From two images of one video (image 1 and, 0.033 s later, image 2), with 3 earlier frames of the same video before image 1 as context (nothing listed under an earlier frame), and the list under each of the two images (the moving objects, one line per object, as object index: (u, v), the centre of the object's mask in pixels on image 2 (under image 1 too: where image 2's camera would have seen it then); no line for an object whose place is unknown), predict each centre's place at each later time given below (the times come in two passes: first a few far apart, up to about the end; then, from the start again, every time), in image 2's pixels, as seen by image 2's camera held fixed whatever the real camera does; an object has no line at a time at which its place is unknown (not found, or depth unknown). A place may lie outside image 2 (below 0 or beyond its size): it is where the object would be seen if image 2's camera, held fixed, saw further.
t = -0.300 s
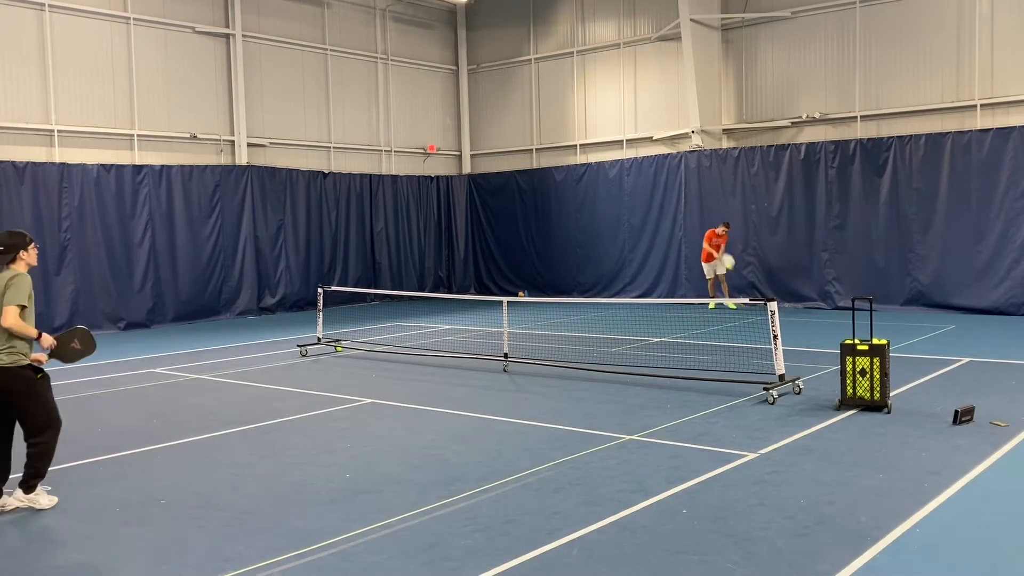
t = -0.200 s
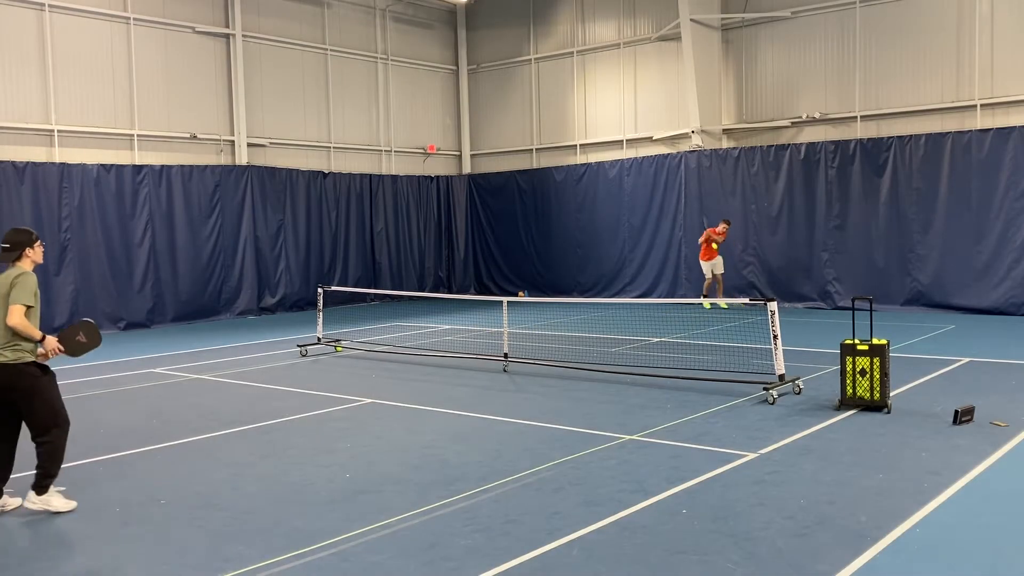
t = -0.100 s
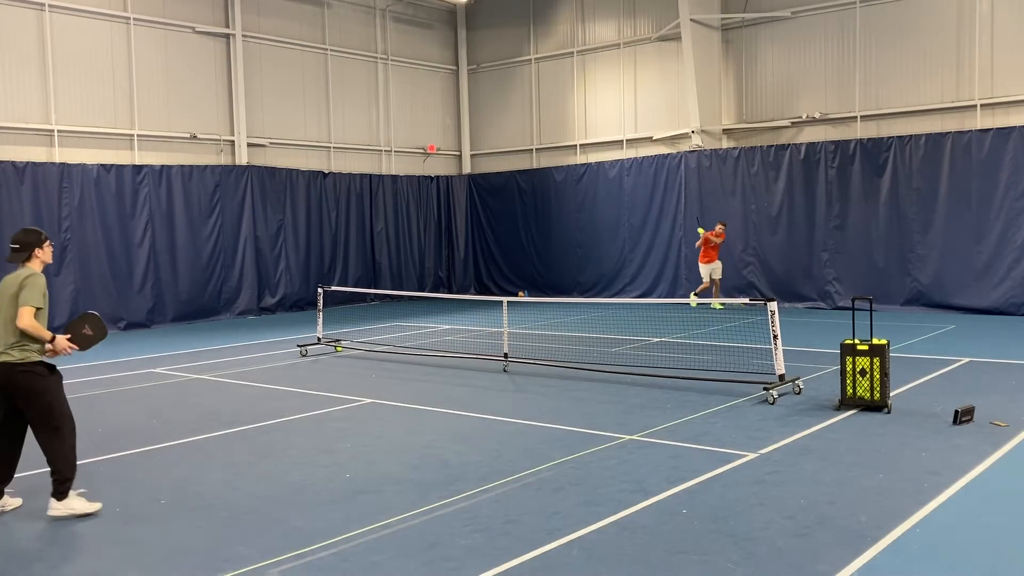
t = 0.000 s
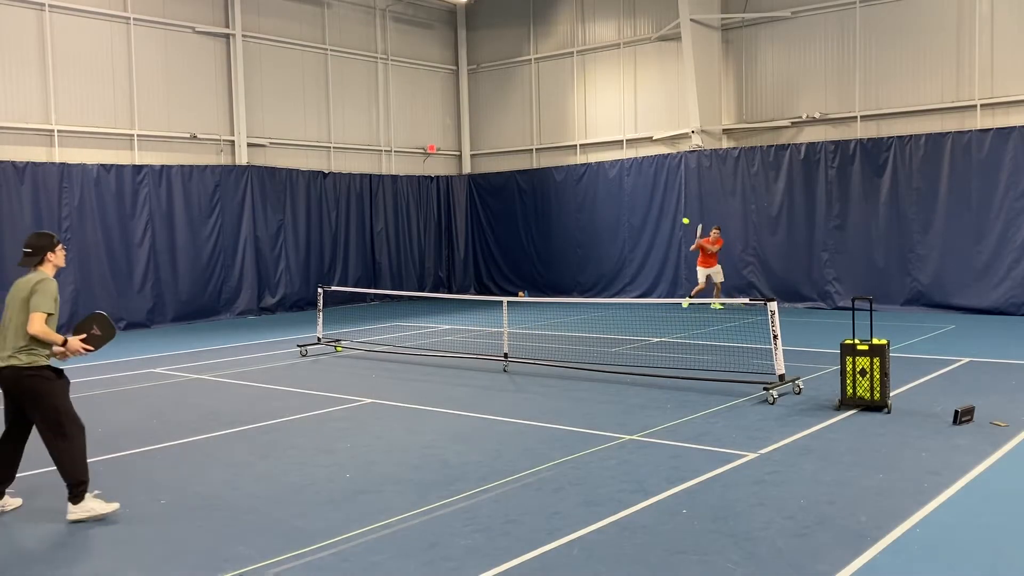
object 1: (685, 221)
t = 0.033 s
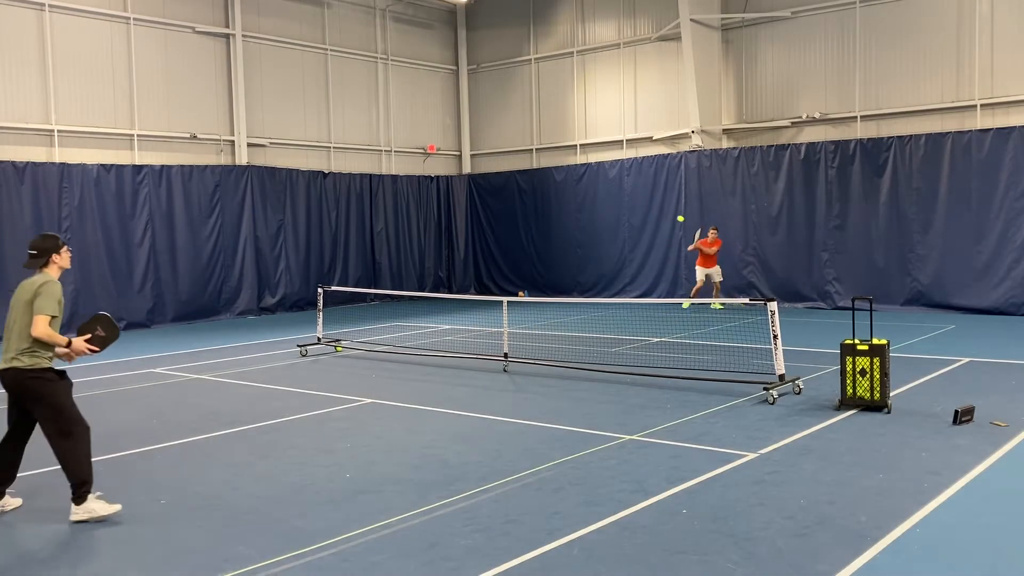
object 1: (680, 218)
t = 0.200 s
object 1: (652, 220)
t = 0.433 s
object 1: (603, 266)
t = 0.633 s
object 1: (551, 363)
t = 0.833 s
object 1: (500, 398)
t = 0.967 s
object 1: (468, 378)
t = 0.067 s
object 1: (675, 217)
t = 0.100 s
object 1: (669, 216)
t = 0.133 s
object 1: (664, 217)
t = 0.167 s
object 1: (658, 218)
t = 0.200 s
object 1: (652, 220)
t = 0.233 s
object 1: (645, 223)
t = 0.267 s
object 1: (639, 227)
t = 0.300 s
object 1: (632, 232)
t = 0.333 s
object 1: (625, 238)
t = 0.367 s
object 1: (618, 246)
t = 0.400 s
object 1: (611, 255)
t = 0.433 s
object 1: (603, 266)
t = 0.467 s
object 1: (595, 277)
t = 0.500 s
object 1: (587, 291)
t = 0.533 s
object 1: (579, 306)
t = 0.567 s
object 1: (570, 323)
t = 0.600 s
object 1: (561, 342)
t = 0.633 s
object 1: (551, 363)
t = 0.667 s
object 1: (541, 387)
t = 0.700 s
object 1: (531, 412)
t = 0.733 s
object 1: (522, 427)
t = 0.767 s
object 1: (514, 415)
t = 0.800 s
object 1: (507, 406)
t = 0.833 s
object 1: (500, 398)
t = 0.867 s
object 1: (492, 391)
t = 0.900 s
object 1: (484, 385)
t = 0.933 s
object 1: (476, 381)
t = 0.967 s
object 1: (468, 378)
